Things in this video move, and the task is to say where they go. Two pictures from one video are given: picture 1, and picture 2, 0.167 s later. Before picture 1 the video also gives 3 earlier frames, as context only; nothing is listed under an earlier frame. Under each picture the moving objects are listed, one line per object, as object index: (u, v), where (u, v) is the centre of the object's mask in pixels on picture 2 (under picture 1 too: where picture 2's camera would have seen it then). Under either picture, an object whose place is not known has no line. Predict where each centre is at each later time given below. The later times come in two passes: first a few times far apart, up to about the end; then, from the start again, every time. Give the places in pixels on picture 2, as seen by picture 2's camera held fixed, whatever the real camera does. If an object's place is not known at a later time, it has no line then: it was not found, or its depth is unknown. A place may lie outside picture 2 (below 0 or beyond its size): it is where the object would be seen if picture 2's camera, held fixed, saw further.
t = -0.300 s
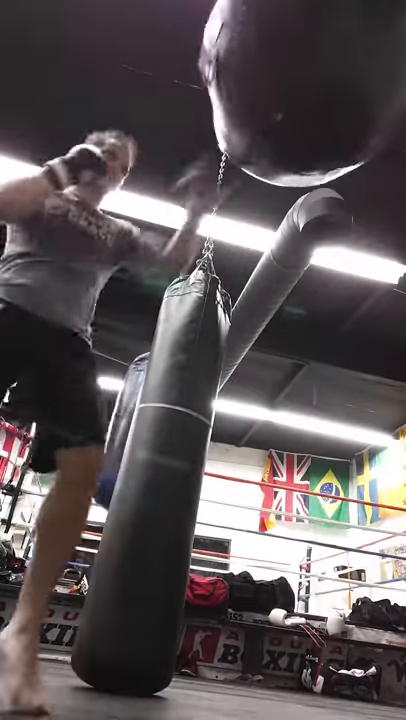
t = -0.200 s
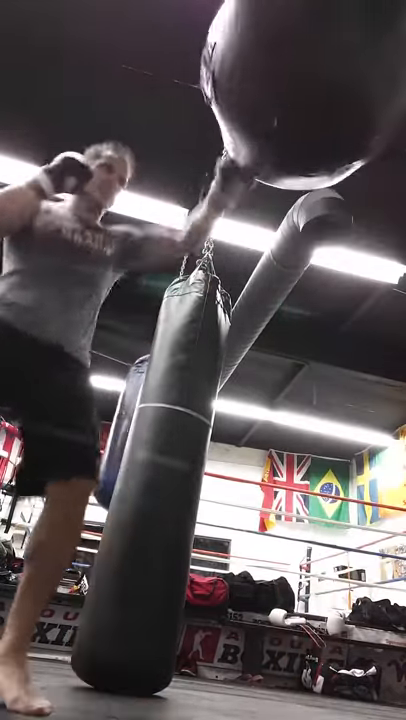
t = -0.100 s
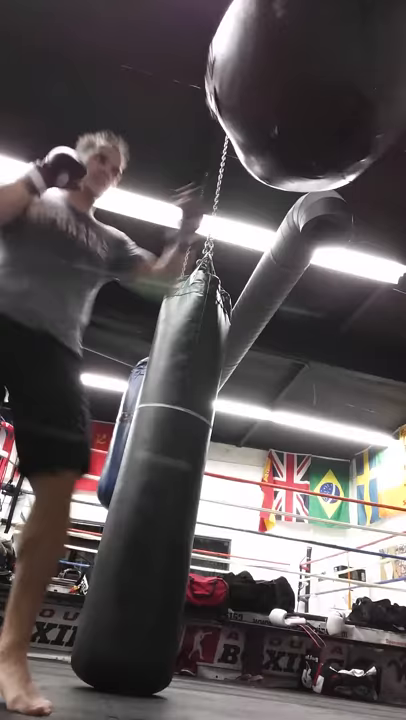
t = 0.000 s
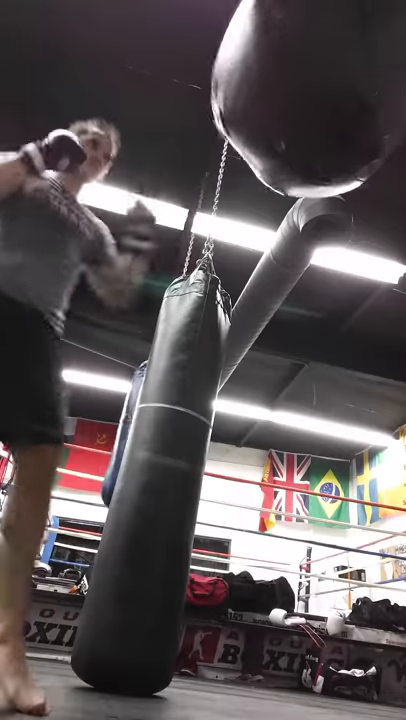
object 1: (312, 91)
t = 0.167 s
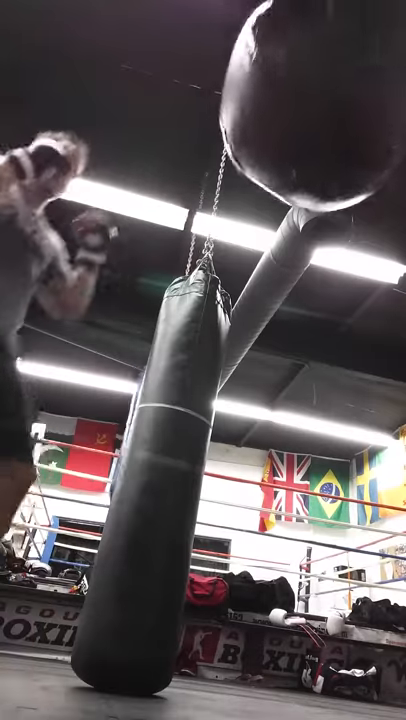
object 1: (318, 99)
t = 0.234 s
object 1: (319, 104)
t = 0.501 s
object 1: (321, 142)
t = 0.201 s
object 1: (319, 101)
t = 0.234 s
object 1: (319, 104)
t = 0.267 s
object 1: (320, 108)
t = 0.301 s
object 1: (319, 116)
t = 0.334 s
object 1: (319, 121)
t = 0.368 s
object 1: (320, 126)
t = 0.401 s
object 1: (320, 131)
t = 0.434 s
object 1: (320, 134)
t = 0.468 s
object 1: (320, 138)
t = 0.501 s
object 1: (321, 142)
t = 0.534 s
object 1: (319, 147)
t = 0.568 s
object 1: (319, 150)
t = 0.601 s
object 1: (318, 156)
